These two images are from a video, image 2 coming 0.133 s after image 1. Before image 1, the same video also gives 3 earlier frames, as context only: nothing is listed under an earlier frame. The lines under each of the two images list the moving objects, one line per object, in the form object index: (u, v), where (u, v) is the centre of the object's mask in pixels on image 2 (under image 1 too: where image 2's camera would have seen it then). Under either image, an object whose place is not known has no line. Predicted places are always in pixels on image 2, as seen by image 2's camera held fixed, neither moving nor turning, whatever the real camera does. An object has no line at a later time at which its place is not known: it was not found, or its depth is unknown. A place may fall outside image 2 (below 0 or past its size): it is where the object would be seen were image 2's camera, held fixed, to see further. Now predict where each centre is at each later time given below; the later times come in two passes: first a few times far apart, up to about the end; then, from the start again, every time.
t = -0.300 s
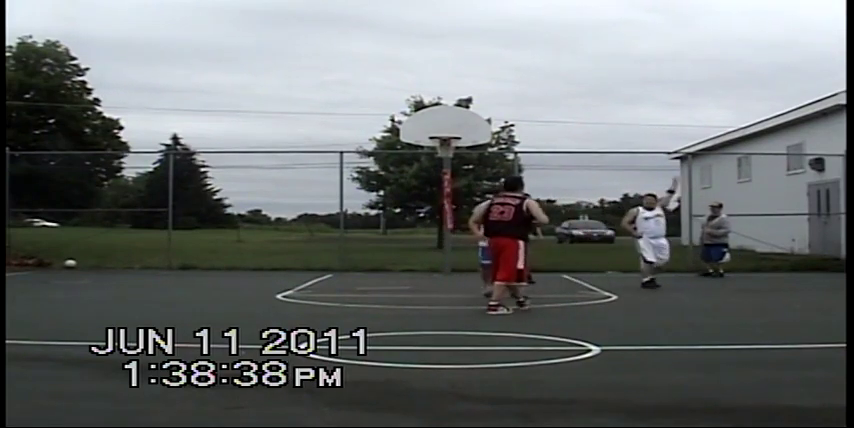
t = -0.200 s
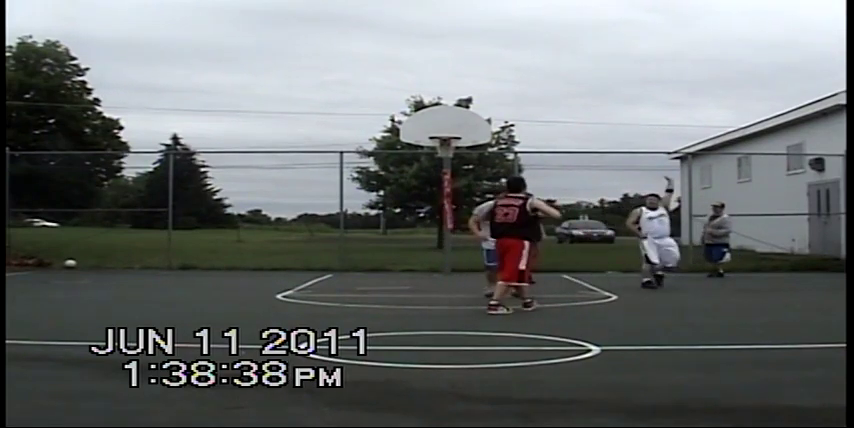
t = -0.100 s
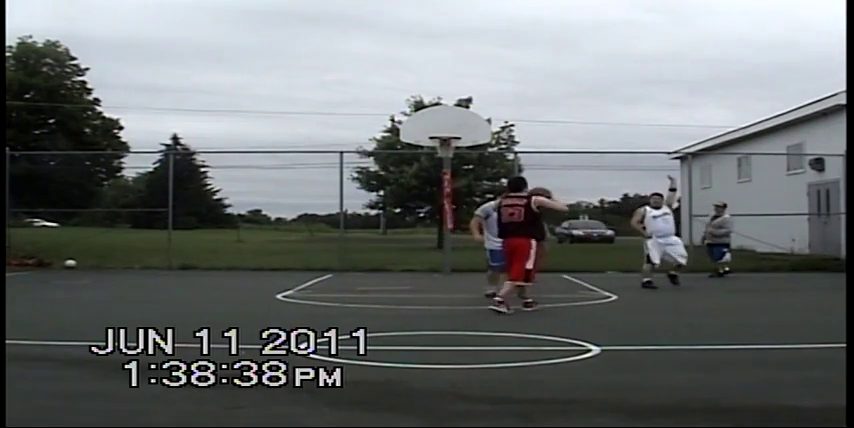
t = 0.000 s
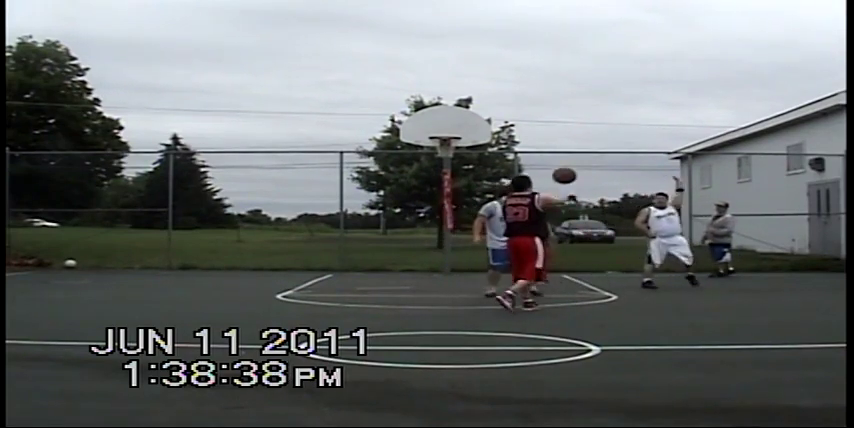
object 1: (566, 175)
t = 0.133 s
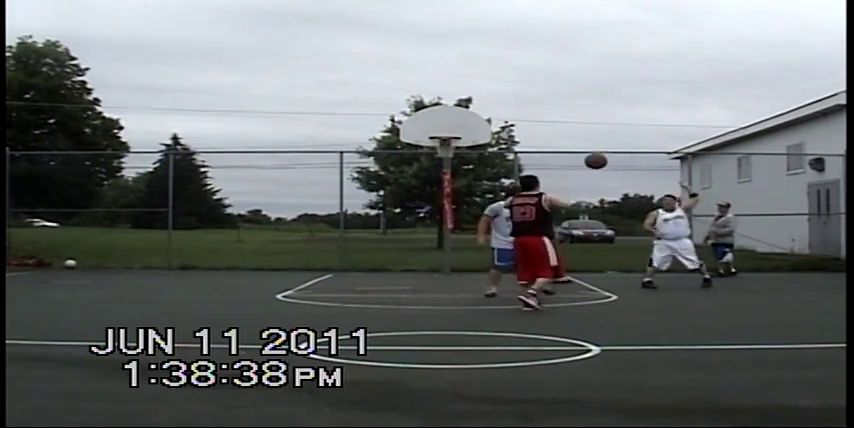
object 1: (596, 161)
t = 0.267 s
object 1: (623, 159)
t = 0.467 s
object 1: (658, 173)
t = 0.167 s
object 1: (603, 159)
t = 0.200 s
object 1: (610, 158)
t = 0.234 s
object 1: (617, 158)
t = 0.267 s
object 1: (623, 159)
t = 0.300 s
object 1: (629, 159)
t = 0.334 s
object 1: (636, 161)
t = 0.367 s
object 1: (641, 163)
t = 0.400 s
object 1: (647, 166)
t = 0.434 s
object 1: (652, 170)
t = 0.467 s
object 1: (658, 173)
